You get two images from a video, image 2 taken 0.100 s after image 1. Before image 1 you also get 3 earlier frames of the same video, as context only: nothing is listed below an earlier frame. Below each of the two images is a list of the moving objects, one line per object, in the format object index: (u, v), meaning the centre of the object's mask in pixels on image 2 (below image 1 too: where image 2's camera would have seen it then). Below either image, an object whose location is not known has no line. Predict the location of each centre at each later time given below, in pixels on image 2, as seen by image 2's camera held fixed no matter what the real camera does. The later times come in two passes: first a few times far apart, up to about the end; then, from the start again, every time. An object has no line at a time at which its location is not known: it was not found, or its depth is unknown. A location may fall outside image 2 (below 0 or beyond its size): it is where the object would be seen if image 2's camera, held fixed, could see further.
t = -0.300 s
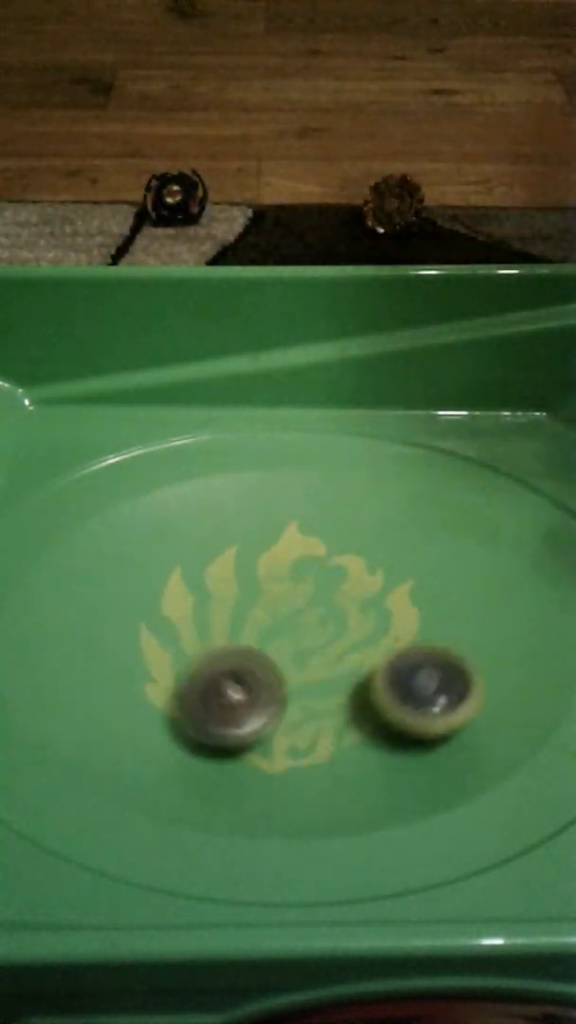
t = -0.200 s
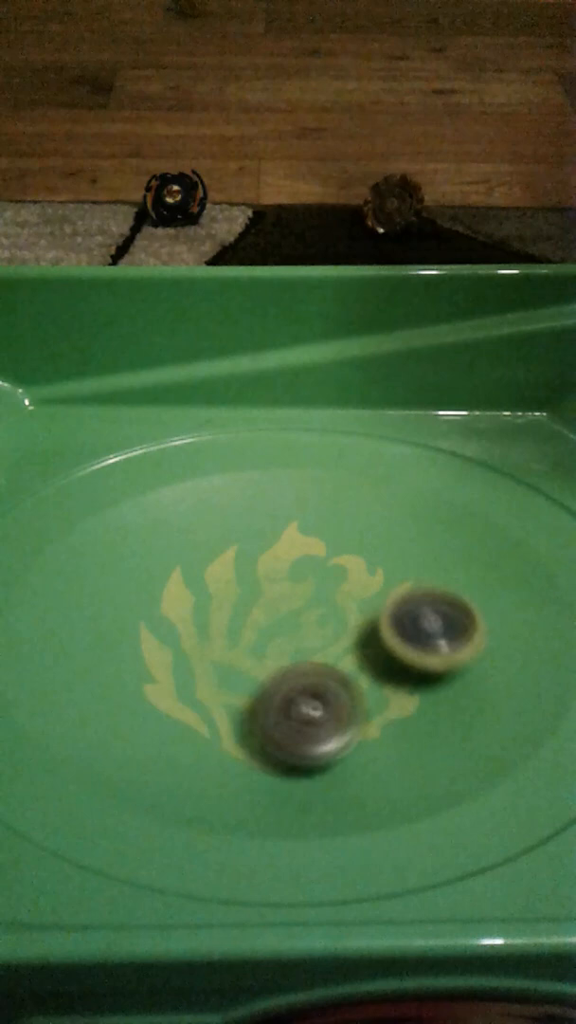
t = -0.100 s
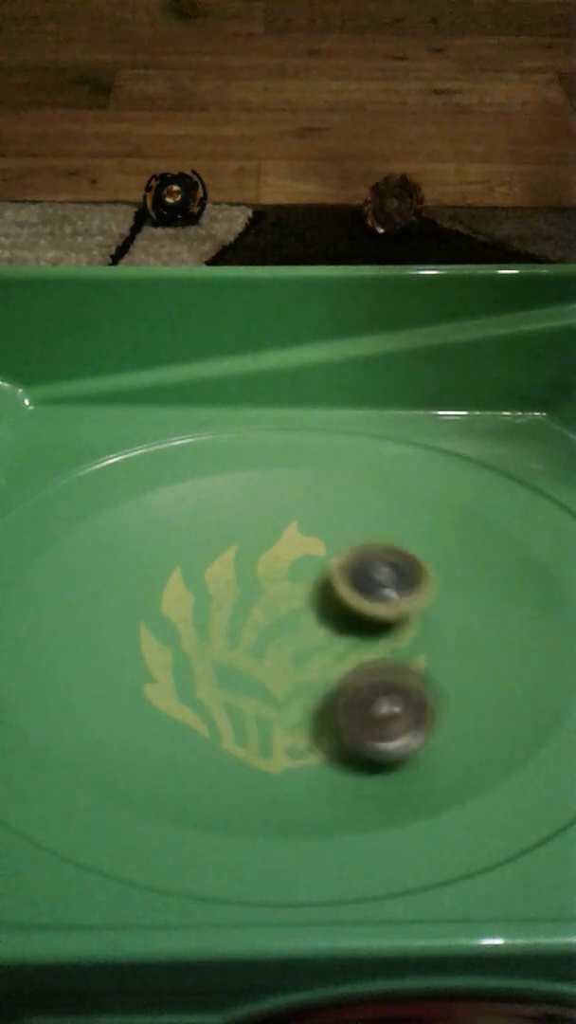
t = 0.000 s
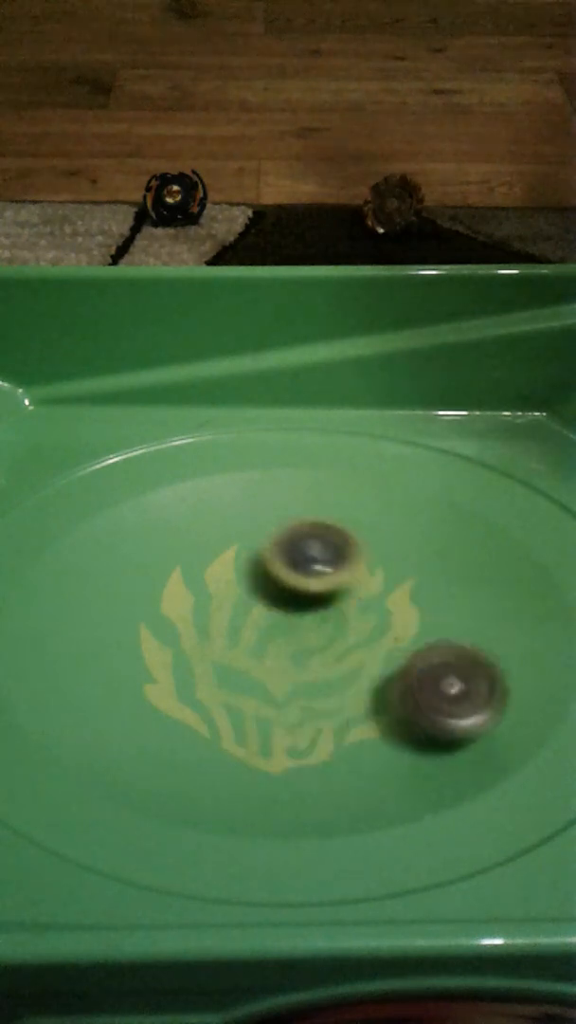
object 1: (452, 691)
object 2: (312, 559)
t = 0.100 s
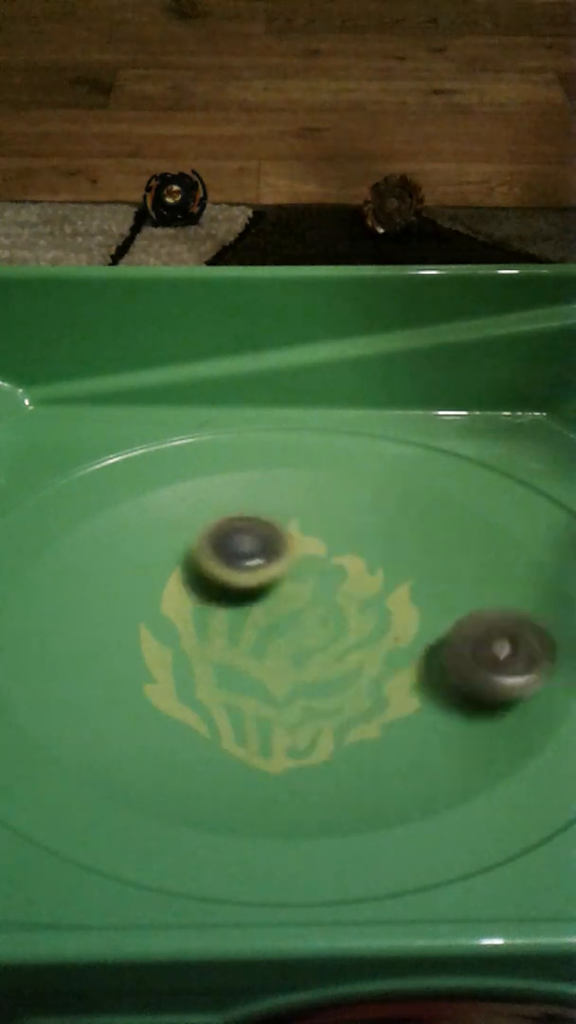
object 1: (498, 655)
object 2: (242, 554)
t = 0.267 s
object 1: (498, 580)
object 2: (137, 599)
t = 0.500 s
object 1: (355, 543)
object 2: (190, 711)
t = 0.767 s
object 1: (200, 583)
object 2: (364, 645)
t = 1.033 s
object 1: (110, 678)
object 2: (327, 518)
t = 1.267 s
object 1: (227, 721)
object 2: (195, 570)
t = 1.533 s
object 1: (372, 656)
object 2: (212, 683)
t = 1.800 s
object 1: (443, 561)
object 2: (313, 660)
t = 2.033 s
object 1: (354, 520)
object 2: (308, 603)
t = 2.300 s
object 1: (257, 551)
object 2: (210, 710)
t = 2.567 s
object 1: (271, 586)
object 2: (357, 748)
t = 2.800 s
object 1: (235, 535)
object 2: (434, 688)
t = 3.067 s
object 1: (214, 596)
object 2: (333, 588)
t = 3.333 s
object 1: (263, 633)
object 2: (286, 512)
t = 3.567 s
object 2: (216, 558)
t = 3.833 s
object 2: (262, 657)
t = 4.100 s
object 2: (354, 729)
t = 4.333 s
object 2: (412, 664)
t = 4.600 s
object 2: (377, 599)
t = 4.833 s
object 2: (344, 573)
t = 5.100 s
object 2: (285, 569)
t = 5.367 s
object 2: (331, 555)
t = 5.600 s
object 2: (339, 554)
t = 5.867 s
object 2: (367, 595)
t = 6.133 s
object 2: (384, 568)
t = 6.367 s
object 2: (360, 528)
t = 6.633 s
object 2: (309, 557)
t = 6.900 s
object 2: (346, 592)
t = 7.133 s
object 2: (420, 653)
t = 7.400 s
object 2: (476, 664)
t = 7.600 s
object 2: (437, 627)
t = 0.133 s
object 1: (506, 641)
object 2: (217, 558)
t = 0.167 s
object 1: (513, 625)
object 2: (193, 564)
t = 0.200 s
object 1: (516, 608)
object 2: (171, 573)
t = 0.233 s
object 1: (509, 594)
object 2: (153, 584)
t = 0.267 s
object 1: (498, 580)
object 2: (137, 599)
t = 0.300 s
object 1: (484, 569)
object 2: (126, 616)
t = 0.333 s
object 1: (465, 559)
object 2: (119, 635)
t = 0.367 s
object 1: (445, 552)
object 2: (120, 654)
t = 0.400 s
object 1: (423, 547)
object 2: (128, 672)
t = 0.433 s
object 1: (399, 544)
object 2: (143, 689)
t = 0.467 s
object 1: (375, 543)
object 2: (164, 702)
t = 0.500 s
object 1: (355, 543)
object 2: (190, 711)
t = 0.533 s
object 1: (331, 547)
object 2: (219, 716)
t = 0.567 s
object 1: (309, 549)
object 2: (245, 717)
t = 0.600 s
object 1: (291, 553)
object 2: (271, 714)
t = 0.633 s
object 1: (272, 559)
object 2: (300, 705)
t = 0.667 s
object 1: (253, 565)
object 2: (323, 693)
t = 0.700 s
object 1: (235, 570)
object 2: (340, 678)
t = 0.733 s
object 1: (218, 576)
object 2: (354, 662)
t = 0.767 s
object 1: (200, 583)
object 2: (364, 645)
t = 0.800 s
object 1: (179, 593)
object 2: (374, 627)
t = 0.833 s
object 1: (164, 601)
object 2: (380, 610)
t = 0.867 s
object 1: (150, 611)
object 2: (383, 592)
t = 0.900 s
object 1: (134, 627)
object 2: (383, 573)
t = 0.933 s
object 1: (122, 638)
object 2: (376, 555)
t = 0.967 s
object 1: (116, 648)
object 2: (365, 539)
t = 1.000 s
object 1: (111, 661)
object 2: (349, 527)
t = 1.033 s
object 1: (110, 678)
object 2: (327, 518)
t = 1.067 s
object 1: (115, 692)
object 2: (306, 513)
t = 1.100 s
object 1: (125, 702)
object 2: (282, 513)
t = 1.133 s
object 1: (140, 712)
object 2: (258, 518)
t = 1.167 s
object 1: (160, 719)
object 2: (236, 526)
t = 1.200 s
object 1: (180, 723)
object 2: (216, 538)
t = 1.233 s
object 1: (203, 724)
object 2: (203, 554)
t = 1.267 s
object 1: (227, 721)
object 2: (195, 570)
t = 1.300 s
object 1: (250, 716)
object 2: (192, 589)
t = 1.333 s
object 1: (268, 708)
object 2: (194, 607)
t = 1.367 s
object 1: (283, 697)
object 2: (198, 625)
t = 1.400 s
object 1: (300, 683)
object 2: (203, 639)
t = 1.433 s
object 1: (320, 678)
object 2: (200, 647)
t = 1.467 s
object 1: (339, 671)
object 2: (198, 657)
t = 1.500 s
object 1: (357, 664)
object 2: (202, 670)
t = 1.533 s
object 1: (372, 656)
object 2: (212, 683)
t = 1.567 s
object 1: (384, 649)
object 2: (229, 691)
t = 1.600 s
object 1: (403, 636)
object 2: (249, 695)
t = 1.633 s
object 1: (415, 624)
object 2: (271, 694)
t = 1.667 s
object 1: (426, 611)
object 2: (286, 690)
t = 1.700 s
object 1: (433, 600)
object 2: (295, 683)
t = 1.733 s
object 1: (438, 587)
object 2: (301, 676)
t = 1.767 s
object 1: (443, 573)
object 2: (307, 668)
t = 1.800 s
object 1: (443, 561)
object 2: (313, 660)
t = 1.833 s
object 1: (439, 548)
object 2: (317, 651)
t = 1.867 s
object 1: (430, 538)
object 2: (320, 642)
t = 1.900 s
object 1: (418, 530)
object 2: (321, 632)
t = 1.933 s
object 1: (406, 523)
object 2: (322, 622)
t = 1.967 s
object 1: (387, 521)
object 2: (320, 614)
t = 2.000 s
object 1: (369, 521)
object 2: (318, 604)
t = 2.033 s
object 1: (354, 520)
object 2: (308, 603)
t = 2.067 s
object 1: (347, 511)
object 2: (287, 617)
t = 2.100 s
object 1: (336, 508)
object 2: (272, 628)
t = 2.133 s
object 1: (321, 506)
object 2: (256, 641)
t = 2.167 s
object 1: (304, 510)
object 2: (242, 654)
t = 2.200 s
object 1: (288, 518)
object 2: (226, 669)
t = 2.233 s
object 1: (274, 528)
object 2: (214, 682)
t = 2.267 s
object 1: (263, 539)
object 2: (209, 696)
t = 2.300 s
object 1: (257, 551)
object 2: (210, 710)
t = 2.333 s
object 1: (256, 562)
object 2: (218, 724)
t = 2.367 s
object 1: (258, 575)
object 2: (232, 734)
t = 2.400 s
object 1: (261, 588)
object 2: (252, 740)
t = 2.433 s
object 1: (264, 602)
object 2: (276, 739)
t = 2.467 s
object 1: (268, 615)
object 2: (296, 731)
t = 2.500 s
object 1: (269, 630)
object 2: (310, 719)
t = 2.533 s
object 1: (272, 599)
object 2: (341, 743)
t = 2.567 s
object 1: (271, 586)
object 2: (357, 748)
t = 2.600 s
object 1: (269, 575)
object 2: (376, 750)
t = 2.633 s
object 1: (267, 565)
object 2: (395, 750)
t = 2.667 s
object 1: (265, 555)
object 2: (415, 744)
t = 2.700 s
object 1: (264, 546)
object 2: (430, 733)
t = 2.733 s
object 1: (256, 541)
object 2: (438, 718)
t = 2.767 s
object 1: (245, 537)
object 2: (440, 702)
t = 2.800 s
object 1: (235, 535)
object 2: (434, 688)
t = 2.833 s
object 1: (224, 536)
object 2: (426, 673)
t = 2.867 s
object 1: (214, 540)
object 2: (415, 659)
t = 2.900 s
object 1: (204, 548)
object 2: (403, 647)
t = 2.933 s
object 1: (199, 558)
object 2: (389, 634)
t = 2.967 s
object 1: (199, 568)
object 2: (374, 625)
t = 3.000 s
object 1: (202, 579)
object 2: (362, 612)
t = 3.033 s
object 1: (208, 588)
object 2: (346, 600)
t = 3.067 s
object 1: (214, 596)
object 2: (333, 588)
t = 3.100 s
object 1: (220, 601)
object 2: (325, 579)
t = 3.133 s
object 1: (222, 604)
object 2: (325, 570)
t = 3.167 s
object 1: (227, 609)
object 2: (324, 561)
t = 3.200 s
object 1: (232, 616)
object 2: (321, 550)
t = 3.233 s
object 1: (238, 621)
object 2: (317, 538)
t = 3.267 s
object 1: (245, 625)
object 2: (309, 529)
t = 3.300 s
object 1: (254, 628)
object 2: (300, 519)
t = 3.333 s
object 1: (263, 633)
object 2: (286, 512)
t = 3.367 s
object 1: (270, 637)
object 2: (272, 508)
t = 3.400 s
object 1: (279, 640)
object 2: (257, 508)
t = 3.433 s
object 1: (286, 644)
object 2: (242, 512)
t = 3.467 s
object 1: (296, 646)
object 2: (231, 520)
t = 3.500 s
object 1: (305, 648)
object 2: (220, 532)
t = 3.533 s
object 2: (216, 545)
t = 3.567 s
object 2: (216, 558)
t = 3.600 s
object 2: (217, 570)
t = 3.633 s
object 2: (223, 580)
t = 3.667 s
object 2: (231, 594)
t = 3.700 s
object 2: (236, 606)
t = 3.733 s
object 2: (242, 619)
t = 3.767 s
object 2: (248, 631)
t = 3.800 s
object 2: (255, 644)
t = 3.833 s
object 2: (262, 657)
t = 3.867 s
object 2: (271, 668)
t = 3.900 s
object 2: (279, 681)
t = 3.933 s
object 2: (288, 694)
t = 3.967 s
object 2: (296, 706)
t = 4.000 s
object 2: (308, 712)
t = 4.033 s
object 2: (321, 719)
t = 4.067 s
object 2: (336, 725)
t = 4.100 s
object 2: (354, 729)
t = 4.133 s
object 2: (371, 728)
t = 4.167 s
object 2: (387, 723)
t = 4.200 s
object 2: (403, 715)
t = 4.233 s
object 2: (413, 704)
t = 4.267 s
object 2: (418, 691)
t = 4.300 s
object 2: (417, 677)
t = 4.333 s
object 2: (412, 664)
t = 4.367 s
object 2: (404, 651)
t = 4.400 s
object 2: (395, 640)
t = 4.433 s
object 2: (383, 630)
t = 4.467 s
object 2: (376, 622)
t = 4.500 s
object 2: (379, 619)
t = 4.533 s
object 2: (379, 614)
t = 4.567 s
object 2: (379, 606)
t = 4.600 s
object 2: (377, 599)
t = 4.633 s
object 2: (374, 595)
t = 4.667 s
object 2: (367, 590)
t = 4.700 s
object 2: (362, 582)
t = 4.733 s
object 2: (359, 580)
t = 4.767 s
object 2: (353, 576)
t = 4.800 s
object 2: (348, 574)
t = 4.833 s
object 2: (344, 573)
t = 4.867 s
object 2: (336, 570)
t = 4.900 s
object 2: (325, 568)
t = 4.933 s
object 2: (321, 567)
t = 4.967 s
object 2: (314, 566)
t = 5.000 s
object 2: (307, 567)
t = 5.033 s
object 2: (301, 567)
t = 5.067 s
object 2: (293, 568)
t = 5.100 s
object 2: (285, 569)
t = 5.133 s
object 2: (280, 572)
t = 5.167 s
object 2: (273, 576)
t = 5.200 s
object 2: (280, 575)
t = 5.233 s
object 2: (290, 572)
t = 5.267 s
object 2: (299, 569)
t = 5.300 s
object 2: (309, 566)
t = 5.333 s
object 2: (320, 560)
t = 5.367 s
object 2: (331, 555)
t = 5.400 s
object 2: (336, 551)
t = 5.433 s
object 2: (340, 548)
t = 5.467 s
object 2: (341, 547)
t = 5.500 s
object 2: (342, 546)
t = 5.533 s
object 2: (342, 546)
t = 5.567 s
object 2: (340, 549)
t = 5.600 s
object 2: (339, 554)
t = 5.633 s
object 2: (339, 559)
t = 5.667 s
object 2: (339, 565)
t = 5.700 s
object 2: (343, 571)
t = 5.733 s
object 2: (344, 580)
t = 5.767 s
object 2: (348, 592)
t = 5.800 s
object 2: (354, 594)
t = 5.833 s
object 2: (362, 595)
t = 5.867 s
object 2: (367, 595)
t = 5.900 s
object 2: (372, 595)
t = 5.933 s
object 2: (375, 595)
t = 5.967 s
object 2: (379, 594)
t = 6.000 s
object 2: (378, 593)
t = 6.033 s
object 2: (378, 593)
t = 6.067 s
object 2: (378, 587)
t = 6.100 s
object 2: (380, 579)
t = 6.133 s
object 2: (384, 568)
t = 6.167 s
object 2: (385, 563)
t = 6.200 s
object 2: (383, 557)
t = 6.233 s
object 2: (380, 549)
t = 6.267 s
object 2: (379, 541)
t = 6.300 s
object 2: (375, 534)
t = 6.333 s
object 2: (368, 531)
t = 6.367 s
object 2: (360, 528)
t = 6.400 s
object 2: (354, 531)
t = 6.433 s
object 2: (342, 535)
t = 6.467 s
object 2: (334, 539)
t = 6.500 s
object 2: (327, 544)
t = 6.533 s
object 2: (319, 550)
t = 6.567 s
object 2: (312, 554)
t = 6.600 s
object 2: (309, 557)
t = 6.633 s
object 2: (309, 557)
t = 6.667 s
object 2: (314, 561)
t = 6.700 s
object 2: (320, 566)
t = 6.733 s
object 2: (327, 572)
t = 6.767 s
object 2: (327, 577)
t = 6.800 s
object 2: (334, 581)
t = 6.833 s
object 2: (337, 585)
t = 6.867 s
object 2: (342, 588)
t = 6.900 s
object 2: (346, 592)
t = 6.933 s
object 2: (350, 598)
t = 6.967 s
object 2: (354, 604)
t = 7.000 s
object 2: (362, 610)
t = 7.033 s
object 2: (370, 618)
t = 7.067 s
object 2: (378, 628)
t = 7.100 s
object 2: (396, 643)
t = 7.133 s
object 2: (420, 653)
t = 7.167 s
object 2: (438, 664)
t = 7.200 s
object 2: (455, 668)
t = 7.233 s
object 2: (473, 667)
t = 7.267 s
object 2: (483, 666)
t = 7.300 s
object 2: (487, 665)
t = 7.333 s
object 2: (487, 664)
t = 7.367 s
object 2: (483, 664)
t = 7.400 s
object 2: (476, 664)
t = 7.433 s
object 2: (467, 663)
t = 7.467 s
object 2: (454, 659)
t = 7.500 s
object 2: (444, 652)
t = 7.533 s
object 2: (439, 643)
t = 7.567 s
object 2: (436, 634)
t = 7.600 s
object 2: (437, 627)
